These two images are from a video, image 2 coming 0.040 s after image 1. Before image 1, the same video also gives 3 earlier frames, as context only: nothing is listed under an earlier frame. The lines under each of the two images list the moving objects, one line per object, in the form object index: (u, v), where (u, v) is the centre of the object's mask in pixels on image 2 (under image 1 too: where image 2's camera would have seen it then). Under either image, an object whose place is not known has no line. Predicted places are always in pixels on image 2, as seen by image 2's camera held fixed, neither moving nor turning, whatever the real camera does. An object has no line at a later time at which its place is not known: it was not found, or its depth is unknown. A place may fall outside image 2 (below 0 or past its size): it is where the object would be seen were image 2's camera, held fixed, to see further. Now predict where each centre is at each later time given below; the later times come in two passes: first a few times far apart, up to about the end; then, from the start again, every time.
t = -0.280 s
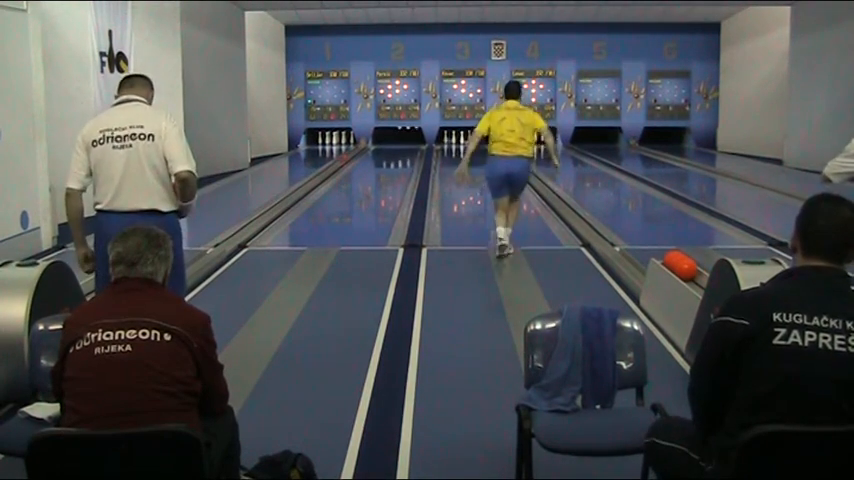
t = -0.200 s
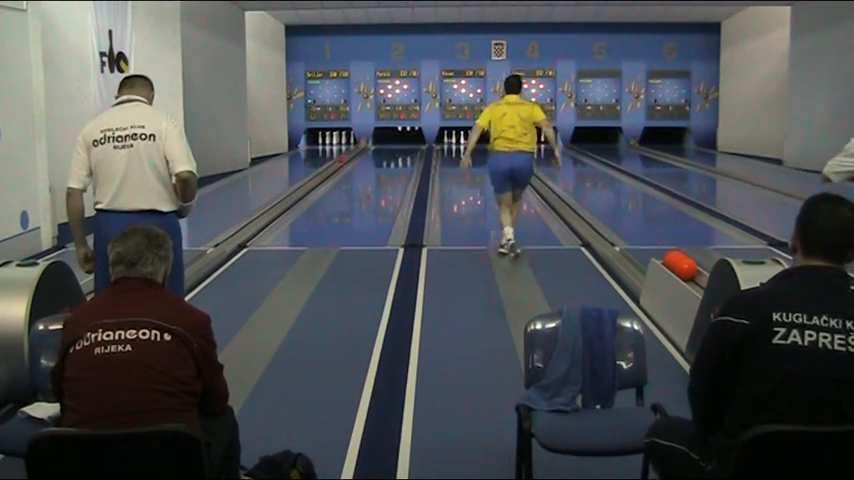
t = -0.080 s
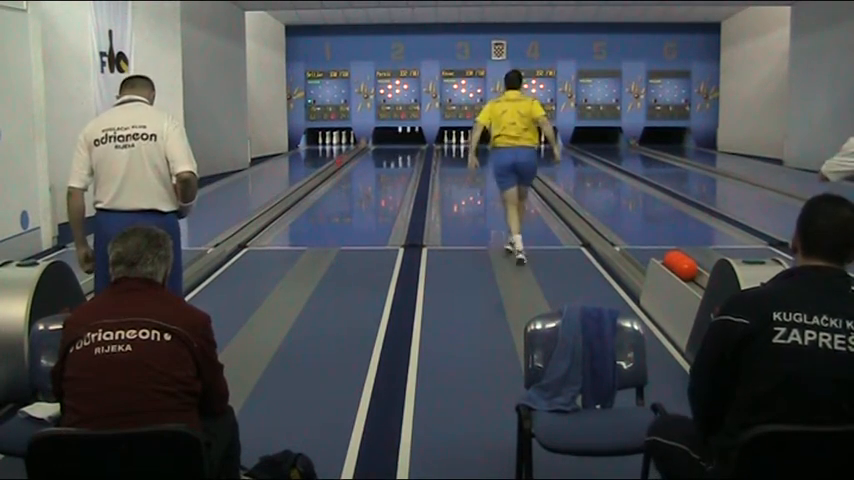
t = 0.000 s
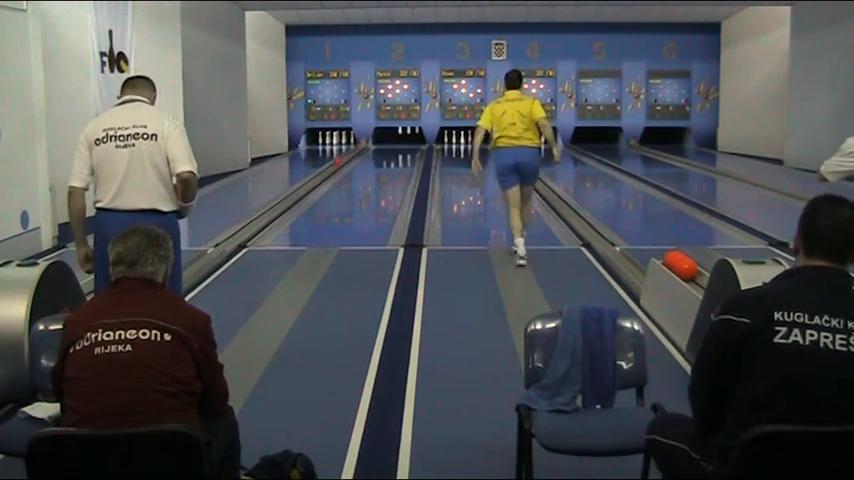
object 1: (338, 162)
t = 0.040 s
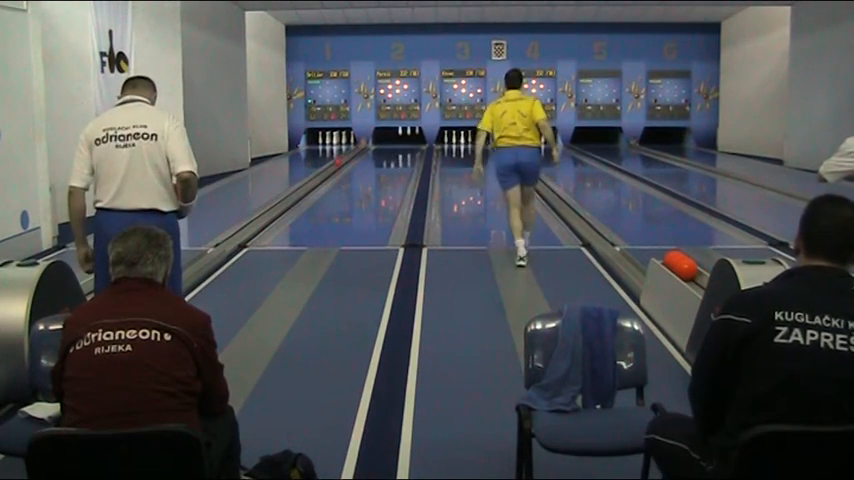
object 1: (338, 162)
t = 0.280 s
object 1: (333, 165)
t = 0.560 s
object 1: (328, 168)
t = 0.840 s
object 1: (321, 174)
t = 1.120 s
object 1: (315, 178)
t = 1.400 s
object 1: (307, 183)
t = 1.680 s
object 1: (298, 190)
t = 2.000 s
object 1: (287, 197)
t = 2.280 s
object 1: (276, 205)
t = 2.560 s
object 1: (262, 215)
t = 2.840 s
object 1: (248, 226)
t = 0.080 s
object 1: (338, 162)
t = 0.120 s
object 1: (337, 162)
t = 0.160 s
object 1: (337, 163)
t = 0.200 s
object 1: (335, 164)
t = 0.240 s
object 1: (334, 164)
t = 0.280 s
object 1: (333, 165)
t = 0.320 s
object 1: (333, 165)
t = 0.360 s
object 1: (332, 166)
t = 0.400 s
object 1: (331, 166)
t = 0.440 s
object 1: (330, 167)
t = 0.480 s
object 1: (329, 167)
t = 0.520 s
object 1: (329, 167)
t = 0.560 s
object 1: (328, 168)
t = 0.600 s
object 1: (327, 169)
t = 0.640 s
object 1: (326, 170)
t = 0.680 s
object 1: (325, 170)
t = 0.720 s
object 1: (325, 170)
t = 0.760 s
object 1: (324, 171)
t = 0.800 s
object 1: (324, 172)
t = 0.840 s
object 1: (321, 174)
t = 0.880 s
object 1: (320, 174)
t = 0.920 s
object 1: (319, 175)
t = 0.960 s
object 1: (318, 175)
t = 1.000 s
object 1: (318, 175)
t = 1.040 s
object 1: (317, 176)
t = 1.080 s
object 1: (316, 176)
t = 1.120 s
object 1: (315, 178)
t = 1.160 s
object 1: (313, 179)
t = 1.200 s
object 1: (312, 180)
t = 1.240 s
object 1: (311, 180)
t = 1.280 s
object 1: (310, 181)
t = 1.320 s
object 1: (309, 181)
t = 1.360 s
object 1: (308, 182)
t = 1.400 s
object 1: (307, 183)
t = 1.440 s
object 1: (306, 183)
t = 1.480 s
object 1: (305, 185)
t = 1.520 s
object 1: (302, 186)
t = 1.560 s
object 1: (302, 186)
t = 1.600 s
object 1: (300, 188)
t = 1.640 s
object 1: (299, 189)
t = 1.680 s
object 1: (298, 190)
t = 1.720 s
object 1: (297, 190)
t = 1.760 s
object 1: (296, 191)
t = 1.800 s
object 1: (294, 193)
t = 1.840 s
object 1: (293, 193)
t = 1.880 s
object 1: (292, 194)
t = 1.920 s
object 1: (290, 195)
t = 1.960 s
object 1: (289, 196)
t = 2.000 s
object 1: (287, 197)
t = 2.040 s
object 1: (285, 198)
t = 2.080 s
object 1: (284, 199)
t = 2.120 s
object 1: (282, 200)
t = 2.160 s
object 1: (281, 202)
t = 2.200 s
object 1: (280, 203)
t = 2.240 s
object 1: (278, 204)
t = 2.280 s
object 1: (276, 205)
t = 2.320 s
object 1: (274, 207)
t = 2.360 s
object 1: (272, 208)
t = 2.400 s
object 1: (272, 209)
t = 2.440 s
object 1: (269, 211)
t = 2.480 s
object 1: (267, 212)
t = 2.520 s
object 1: (264, 214)
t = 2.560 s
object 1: (262, 215)
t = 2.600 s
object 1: (261, 216)
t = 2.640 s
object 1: (259, 218)
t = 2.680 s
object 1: (257, 219)
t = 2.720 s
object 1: (254, 221)
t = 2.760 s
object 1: (252, 223)
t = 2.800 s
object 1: (250, 224)
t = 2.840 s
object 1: (248, 226)
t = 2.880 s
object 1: (245, 228)
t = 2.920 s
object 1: (243, 229)
